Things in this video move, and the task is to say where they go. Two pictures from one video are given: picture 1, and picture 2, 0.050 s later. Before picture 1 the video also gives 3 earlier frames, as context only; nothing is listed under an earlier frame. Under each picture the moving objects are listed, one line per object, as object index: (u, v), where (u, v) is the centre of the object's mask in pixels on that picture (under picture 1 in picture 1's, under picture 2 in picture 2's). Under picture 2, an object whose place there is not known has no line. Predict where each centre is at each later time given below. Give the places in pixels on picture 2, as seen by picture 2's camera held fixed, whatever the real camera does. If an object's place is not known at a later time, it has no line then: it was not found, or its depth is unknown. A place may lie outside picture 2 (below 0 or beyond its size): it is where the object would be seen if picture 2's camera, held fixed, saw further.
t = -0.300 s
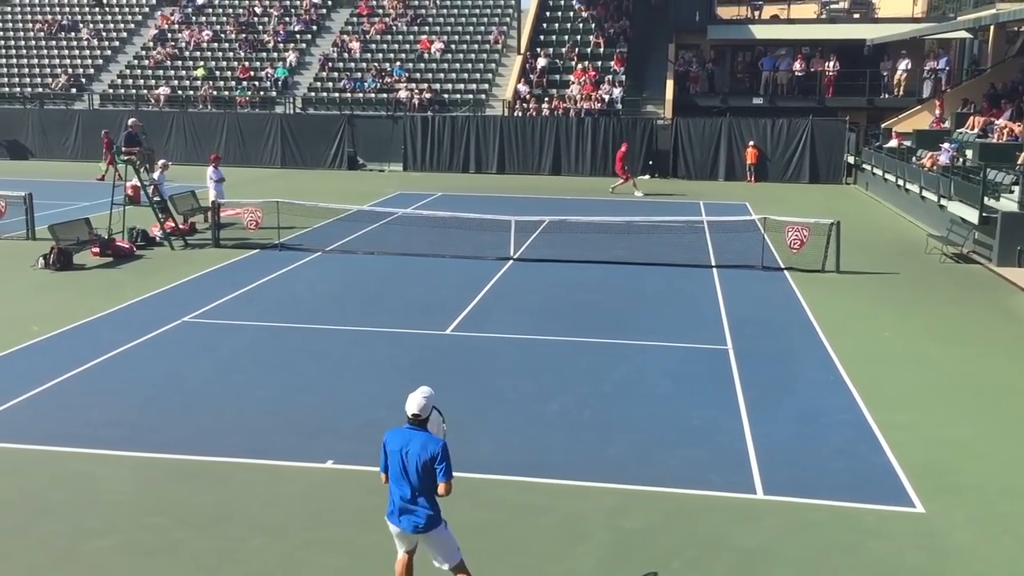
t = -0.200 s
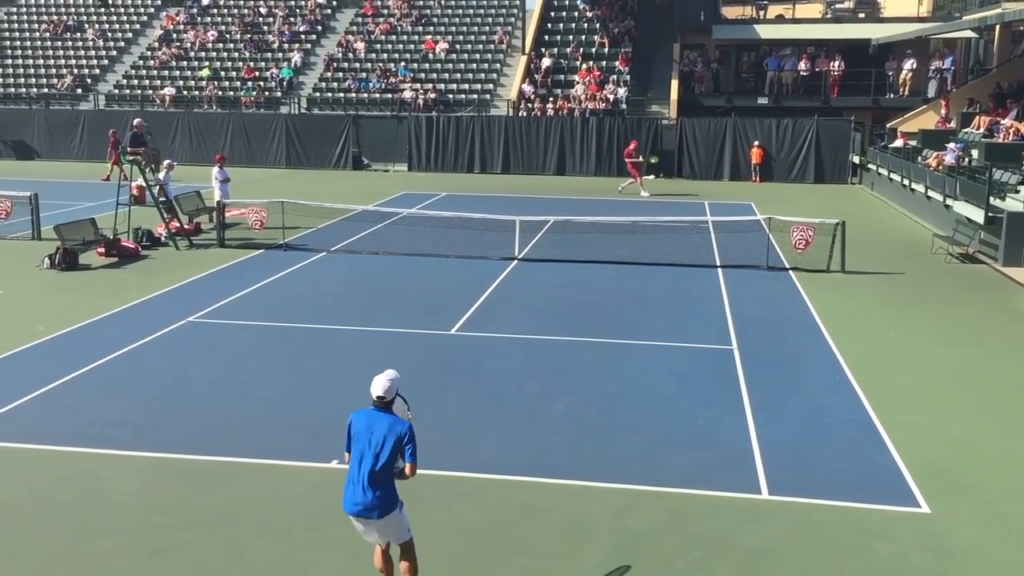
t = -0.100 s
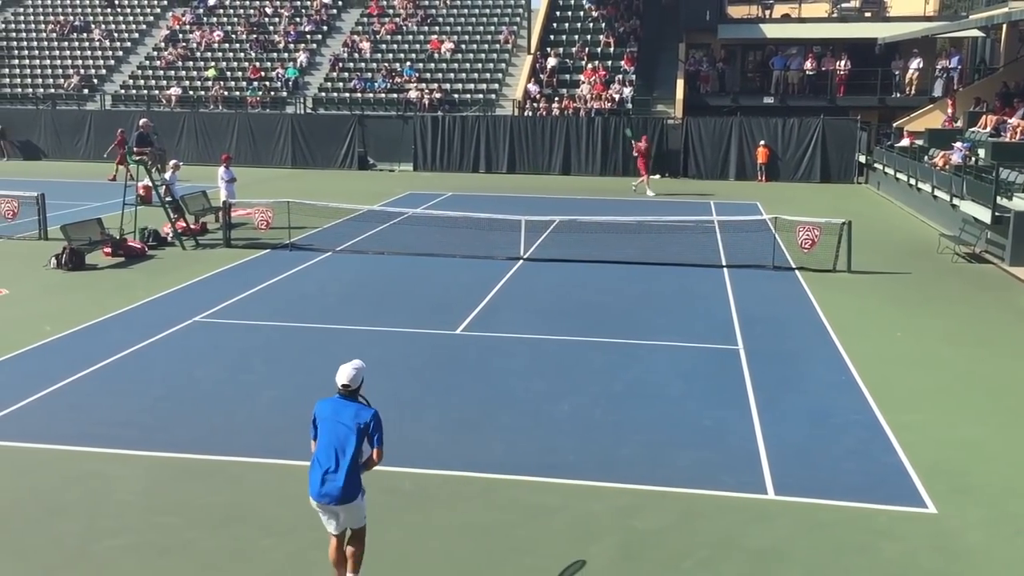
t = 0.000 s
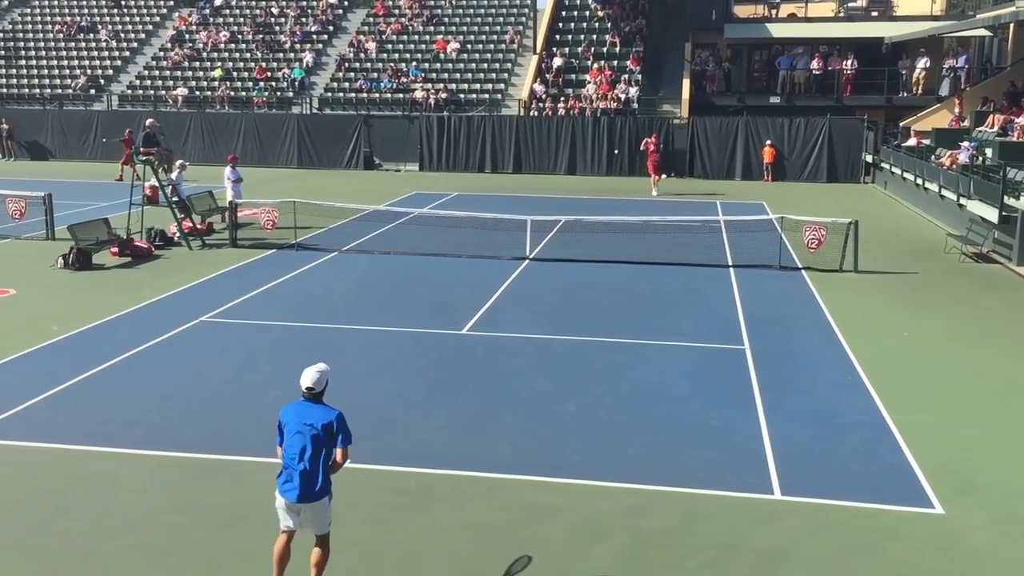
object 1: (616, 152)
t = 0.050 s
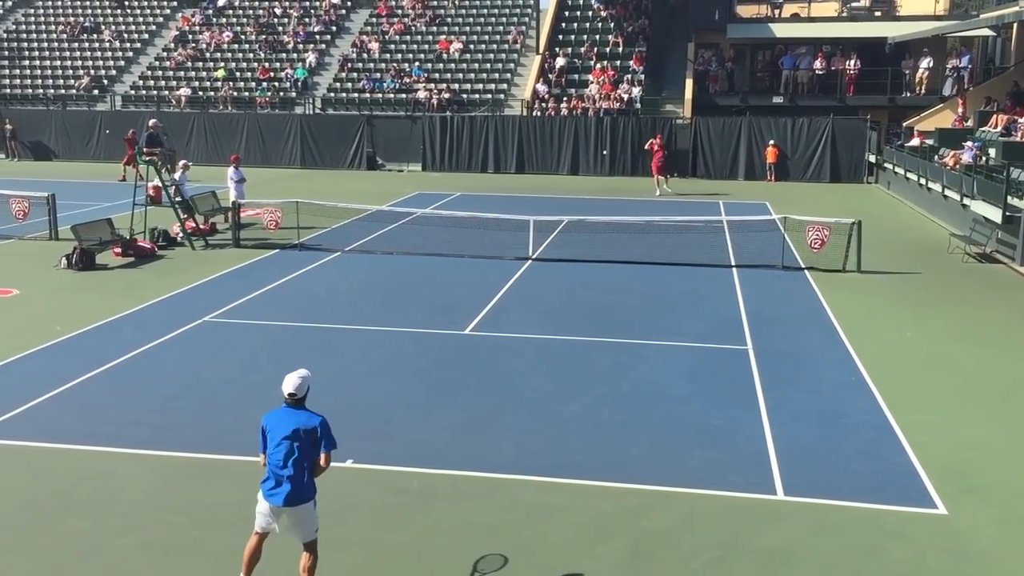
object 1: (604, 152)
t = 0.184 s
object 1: (561, 161)
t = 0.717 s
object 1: (266, 373)
